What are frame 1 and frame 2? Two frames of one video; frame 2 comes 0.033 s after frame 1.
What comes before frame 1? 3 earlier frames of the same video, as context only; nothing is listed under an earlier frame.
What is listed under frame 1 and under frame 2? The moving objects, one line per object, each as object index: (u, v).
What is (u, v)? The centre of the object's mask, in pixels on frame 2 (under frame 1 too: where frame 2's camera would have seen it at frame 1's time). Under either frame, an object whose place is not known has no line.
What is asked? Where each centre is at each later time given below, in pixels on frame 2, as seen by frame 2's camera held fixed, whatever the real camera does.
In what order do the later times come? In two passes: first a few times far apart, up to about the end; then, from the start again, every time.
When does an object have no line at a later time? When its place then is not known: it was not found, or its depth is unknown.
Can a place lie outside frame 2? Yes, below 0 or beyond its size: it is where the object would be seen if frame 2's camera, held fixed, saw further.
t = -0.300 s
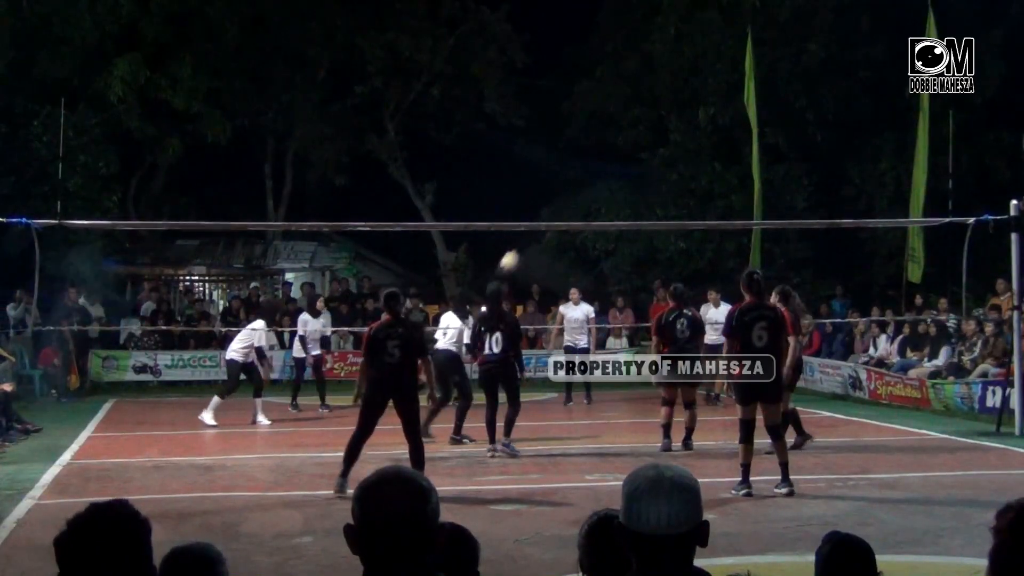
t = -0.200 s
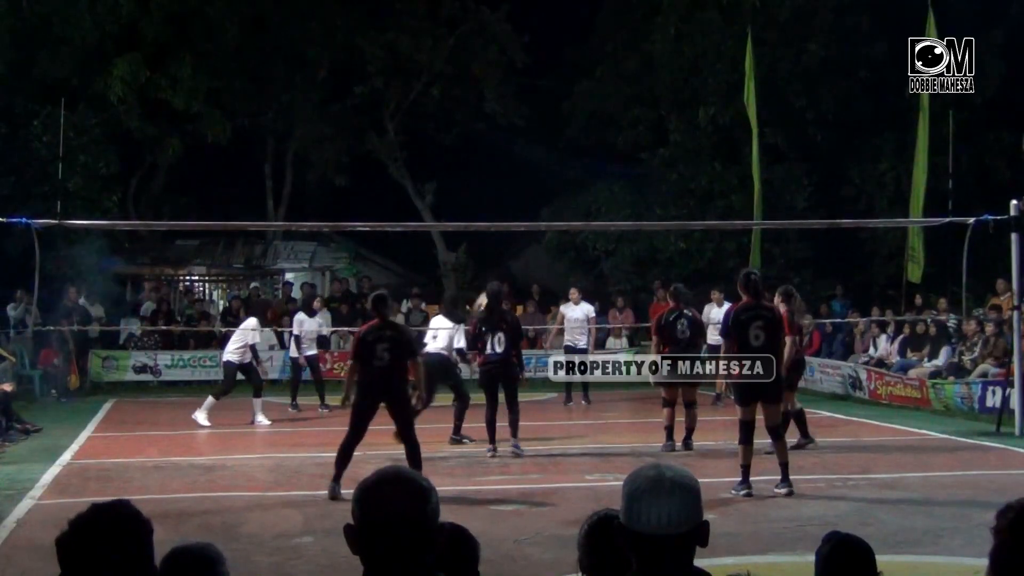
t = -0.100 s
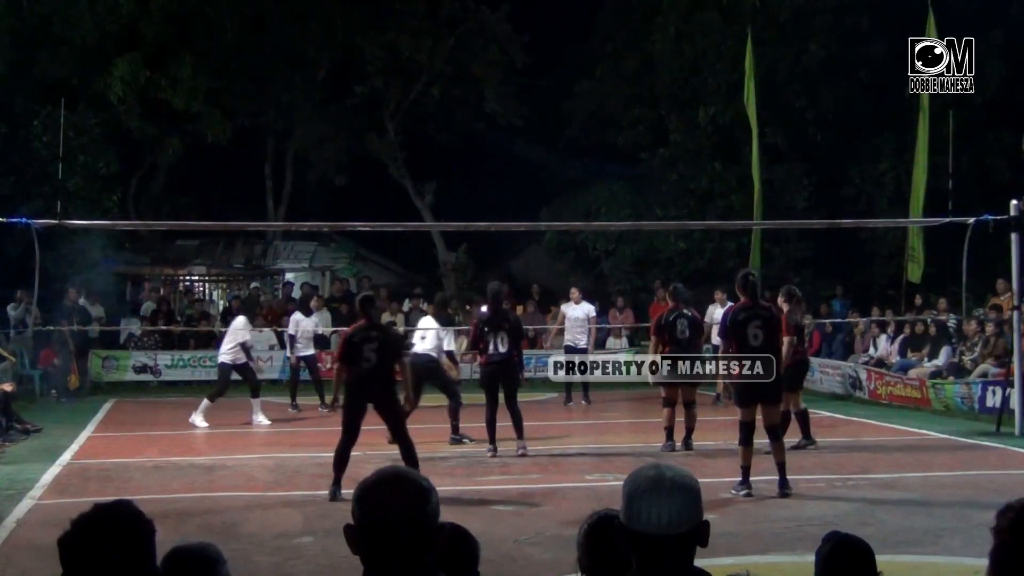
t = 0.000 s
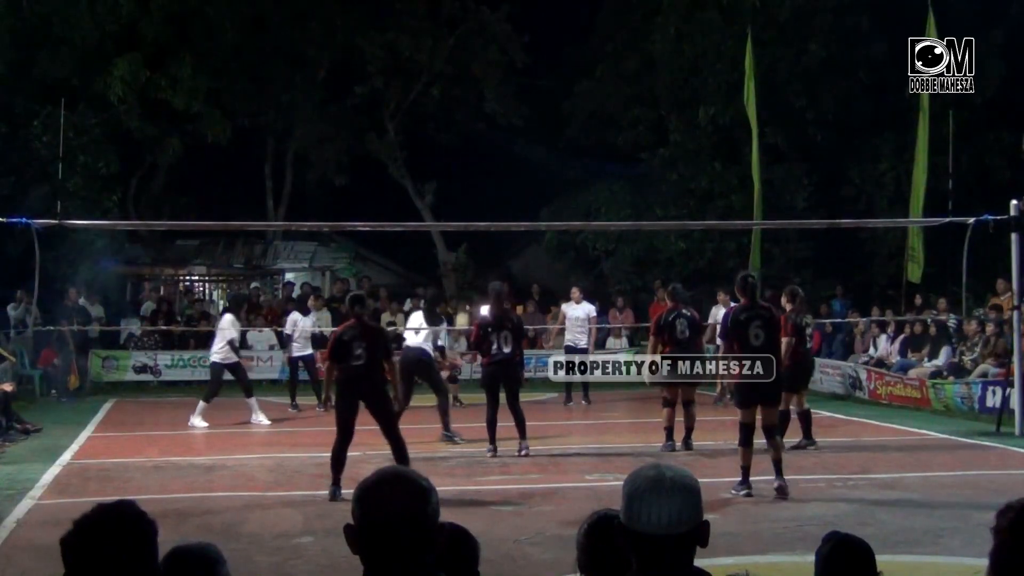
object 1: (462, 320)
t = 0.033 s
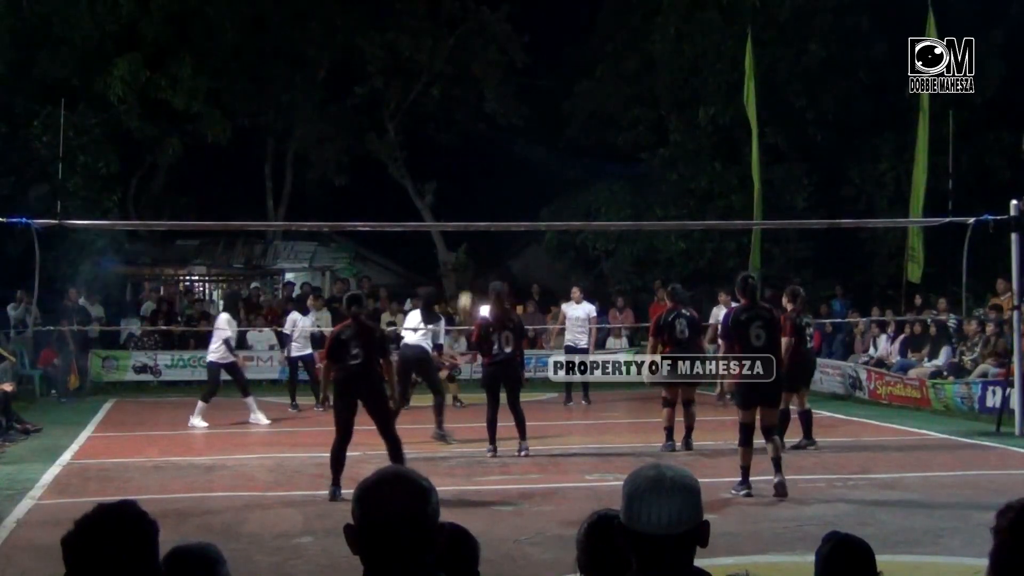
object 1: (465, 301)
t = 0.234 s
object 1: (482, 216)
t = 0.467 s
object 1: (502, 154)
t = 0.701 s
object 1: (523, 129)
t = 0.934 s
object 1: (546, 147)
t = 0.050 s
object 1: (466, 294)
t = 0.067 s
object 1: (467, 287)
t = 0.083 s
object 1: (469, 280)
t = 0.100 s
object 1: (470, 273)
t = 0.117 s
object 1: (472, 265)
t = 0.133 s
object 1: (473, 258)
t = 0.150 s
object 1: (475, 251)
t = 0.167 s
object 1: (476, 244)
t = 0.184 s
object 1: (478, 239)
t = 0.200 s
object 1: (479, 233)
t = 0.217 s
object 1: (480, 225)
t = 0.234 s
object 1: (482, 216)
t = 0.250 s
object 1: (483, 212)
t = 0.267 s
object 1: (485, 208)
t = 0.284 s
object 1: (486, 202)
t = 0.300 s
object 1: (487, 197)
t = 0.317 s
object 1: (489, 192)
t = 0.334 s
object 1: (490, 187)
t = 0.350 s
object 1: (491, 182)
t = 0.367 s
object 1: (493, 177)
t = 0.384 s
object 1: (494, 173)
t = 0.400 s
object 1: (496, 169)
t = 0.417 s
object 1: (497, 165)
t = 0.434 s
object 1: (499, 161)
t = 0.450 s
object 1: (500, 158)
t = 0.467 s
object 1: (502, 154)
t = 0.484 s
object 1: (503, 151)
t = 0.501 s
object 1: (505, 148)
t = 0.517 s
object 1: (506, 146)
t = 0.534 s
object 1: (508, 143)
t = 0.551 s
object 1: (509, 141)
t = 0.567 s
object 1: (510, 139)
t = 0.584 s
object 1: (512, 137)
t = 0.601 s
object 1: (513, 136)
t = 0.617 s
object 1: (515, 134)
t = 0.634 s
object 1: (517, 132)
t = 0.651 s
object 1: (518, 131)
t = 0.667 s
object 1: (520, 130)
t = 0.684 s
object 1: (522, 130)
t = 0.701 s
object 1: (523, 129)
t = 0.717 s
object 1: (525, 129)
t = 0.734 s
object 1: (526, 129)
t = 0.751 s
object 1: (528, 129)
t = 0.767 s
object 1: (530, 130)
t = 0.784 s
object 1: (532, 130)
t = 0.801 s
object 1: (533, 131)
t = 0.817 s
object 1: (535, 132)
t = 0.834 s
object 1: (536, 134)
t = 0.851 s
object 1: (538, 135)
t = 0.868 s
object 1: (539, 137)
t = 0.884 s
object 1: (541, 139)
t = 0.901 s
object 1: (543, 141)
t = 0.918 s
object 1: (545, 144)
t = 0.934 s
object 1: (546, 147)
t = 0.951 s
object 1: (548, 149)
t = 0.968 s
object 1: (550, 152)
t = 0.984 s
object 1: (551, 155)
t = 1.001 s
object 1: (553, 159)
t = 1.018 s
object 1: (555, 163)
